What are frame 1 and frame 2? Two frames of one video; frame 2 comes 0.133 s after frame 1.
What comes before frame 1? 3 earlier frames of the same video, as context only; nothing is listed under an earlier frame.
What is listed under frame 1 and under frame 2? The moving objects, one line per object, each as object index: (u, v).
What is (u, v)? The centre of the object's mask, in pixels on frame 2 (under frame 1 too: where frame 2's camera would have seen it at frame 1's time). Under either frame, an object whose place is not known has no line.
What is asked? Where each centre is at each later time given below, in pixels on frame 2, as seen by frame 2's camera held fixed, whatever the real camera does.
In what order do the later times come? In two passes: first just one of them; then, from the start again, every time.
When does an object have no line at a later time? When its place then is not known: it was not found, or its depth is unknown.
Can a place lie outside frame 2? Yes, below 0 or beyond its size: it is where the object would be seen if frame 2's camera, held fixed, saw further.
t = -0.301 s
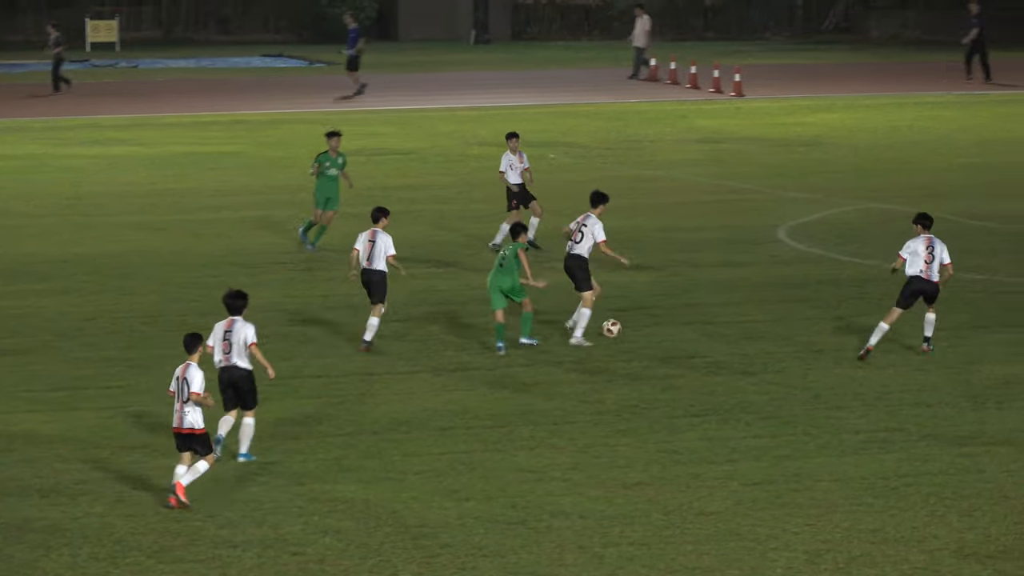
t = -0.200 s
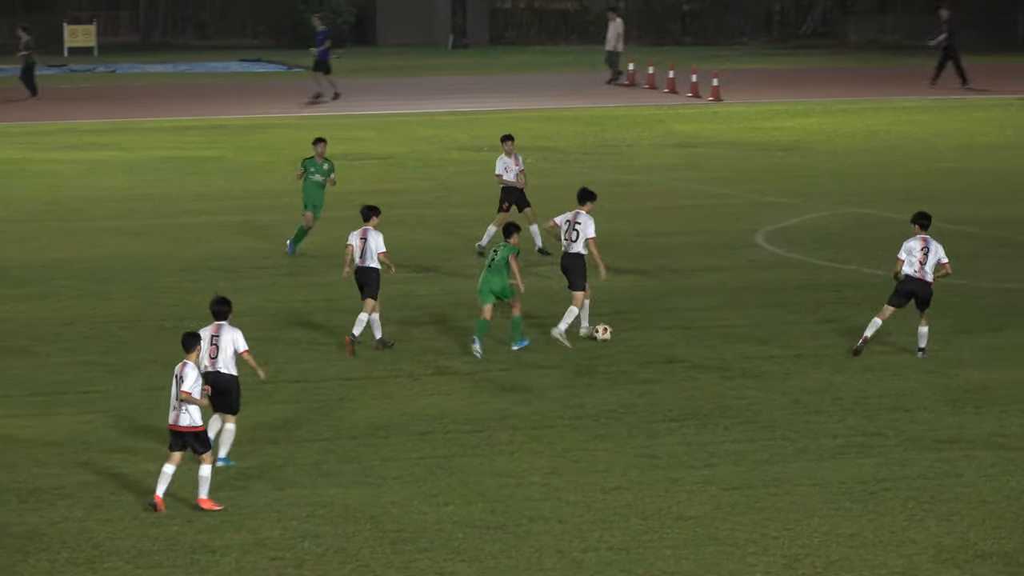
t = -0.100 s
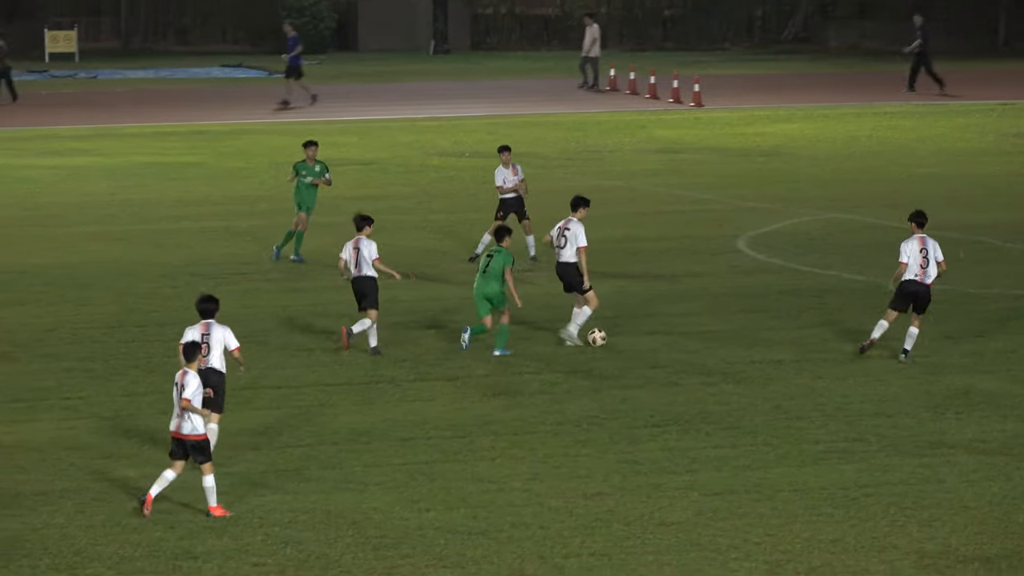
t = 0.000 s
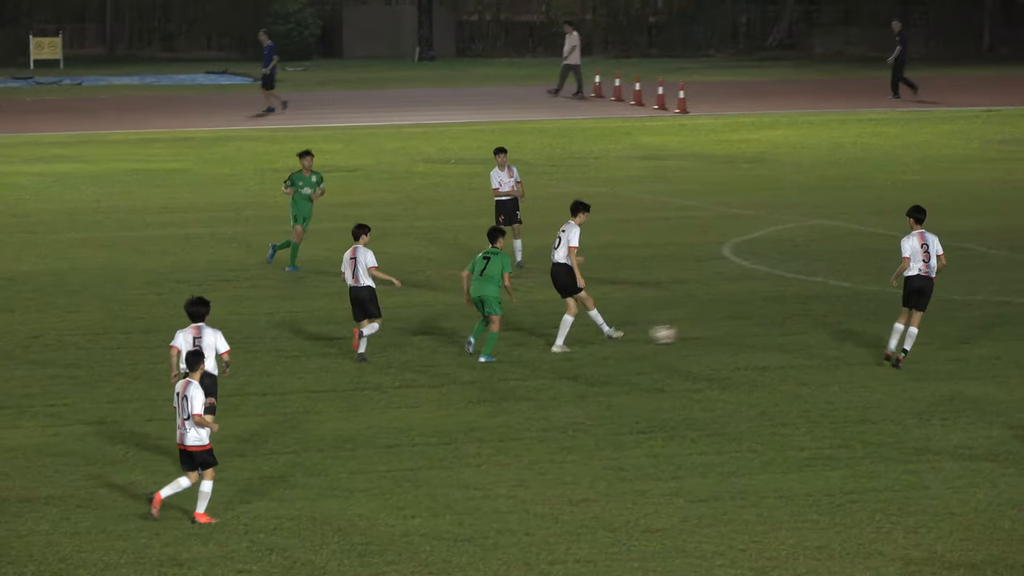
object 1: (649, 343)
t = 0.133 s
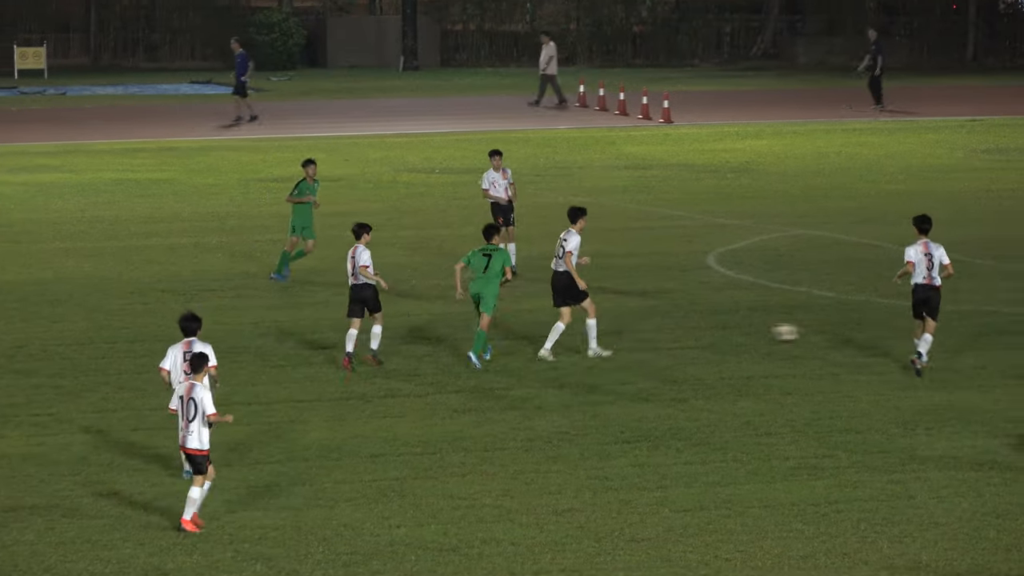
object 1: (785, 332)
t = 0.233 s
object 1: (876, 321)
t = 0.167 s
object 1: (817, 331)
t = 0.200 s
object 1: (847, 327)
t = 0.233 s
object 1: (876, 321)
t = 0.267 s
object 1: (904, 317)
